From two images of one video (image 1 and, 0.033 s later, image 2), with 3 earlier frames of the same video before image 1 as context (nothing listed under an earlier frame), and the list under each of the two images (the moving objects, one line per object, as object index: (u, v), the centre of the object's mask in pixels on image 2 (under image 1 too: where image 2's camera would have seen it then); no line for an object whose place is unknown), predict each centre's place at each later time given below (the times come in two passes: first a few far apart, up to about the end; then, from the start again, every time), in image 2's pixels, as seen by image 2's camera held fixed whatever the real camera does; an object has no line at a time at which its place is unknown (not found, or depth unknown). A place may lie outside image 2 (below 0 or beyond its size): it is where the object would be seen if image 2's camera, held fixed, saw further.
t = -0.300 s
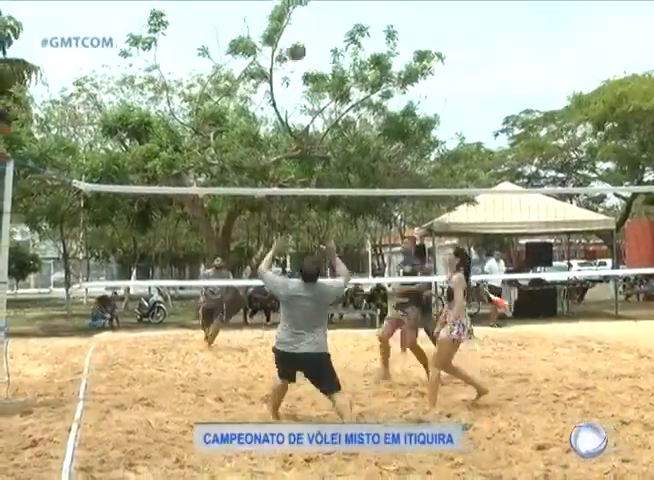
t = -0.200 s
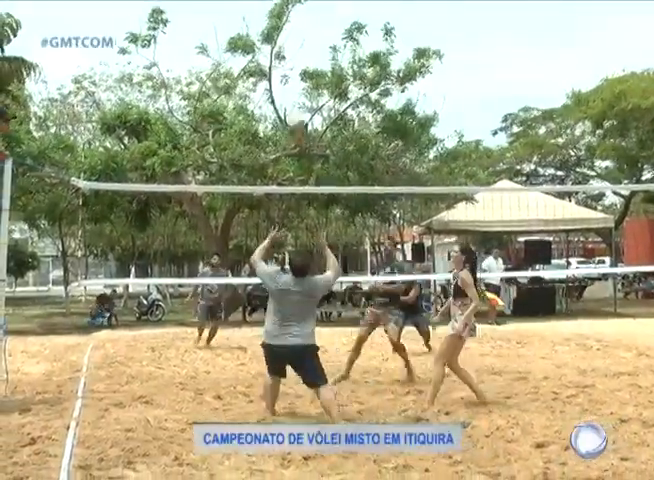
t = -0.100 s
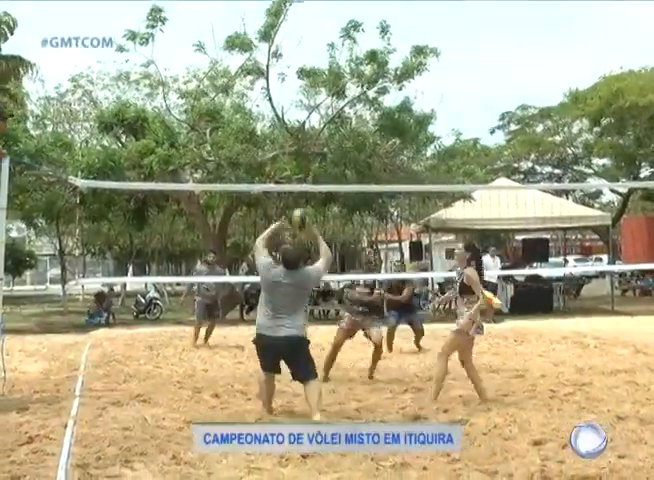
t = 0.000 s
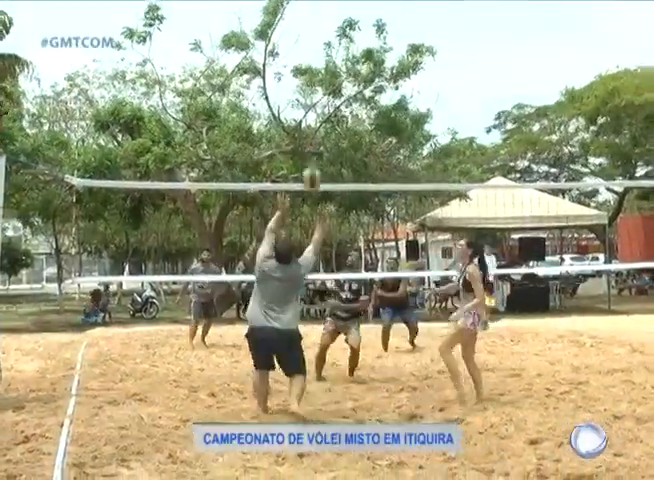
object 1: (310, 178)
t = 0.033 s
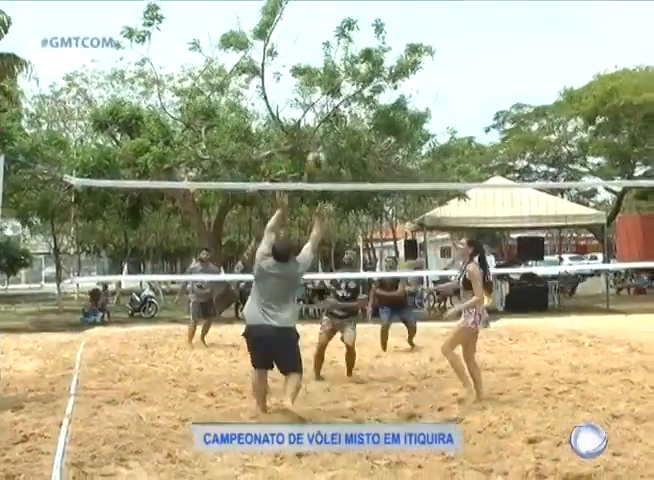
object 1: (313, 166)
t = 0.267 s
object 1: (363, 78)
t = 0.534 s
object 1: (413, 48)
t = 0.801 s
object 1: (464, 86)
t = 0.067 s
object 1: (319, 146)
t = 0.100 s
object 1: (330, 134)
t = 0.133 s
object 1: (335, 122)
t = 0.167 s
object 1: (345, 107)
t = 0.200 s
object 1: (349, 95)
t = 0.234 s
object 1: (356, 87)
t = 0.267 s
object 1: (363, 78)
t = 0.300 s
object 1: (368, 68)
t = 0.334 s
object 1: (375, 62)
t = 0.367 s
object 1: (385, 57)
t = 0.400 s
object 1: (388, 53)
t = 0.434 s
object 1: (395, 50)
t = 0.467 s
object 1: (399, 48)
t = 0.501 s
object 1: (408, 46)
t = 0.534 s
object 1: (413, 48)
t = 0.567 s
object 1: (418, 49)
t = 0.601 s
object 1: (427, 51)
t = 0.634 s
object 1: (432, 53)
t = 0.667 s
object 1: (440, 58)
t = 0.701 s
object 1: (446, 62)
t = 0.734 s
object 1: (452, 69)
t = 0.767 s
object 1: (458, 77)
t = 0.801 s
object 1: (464, 86)
